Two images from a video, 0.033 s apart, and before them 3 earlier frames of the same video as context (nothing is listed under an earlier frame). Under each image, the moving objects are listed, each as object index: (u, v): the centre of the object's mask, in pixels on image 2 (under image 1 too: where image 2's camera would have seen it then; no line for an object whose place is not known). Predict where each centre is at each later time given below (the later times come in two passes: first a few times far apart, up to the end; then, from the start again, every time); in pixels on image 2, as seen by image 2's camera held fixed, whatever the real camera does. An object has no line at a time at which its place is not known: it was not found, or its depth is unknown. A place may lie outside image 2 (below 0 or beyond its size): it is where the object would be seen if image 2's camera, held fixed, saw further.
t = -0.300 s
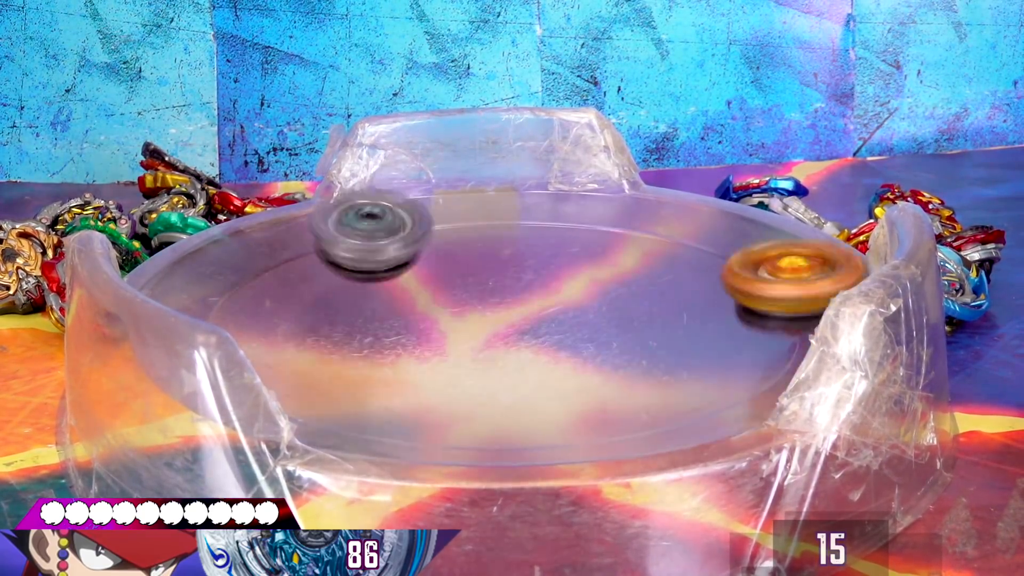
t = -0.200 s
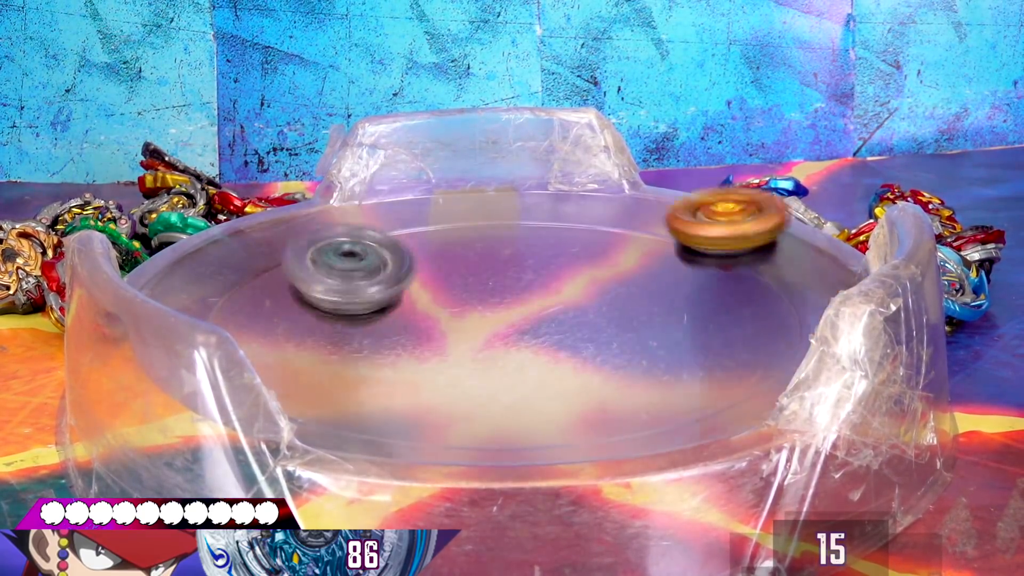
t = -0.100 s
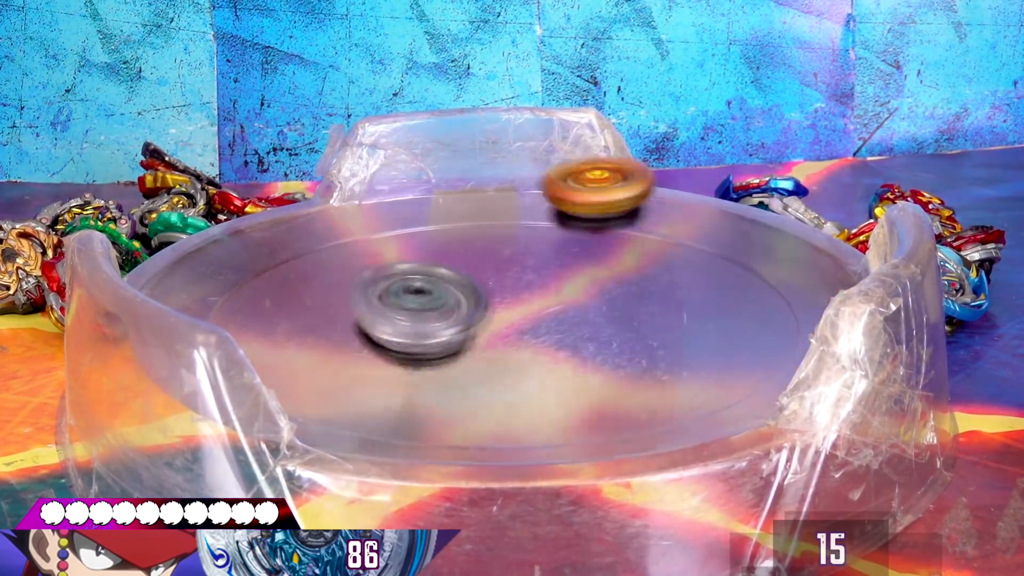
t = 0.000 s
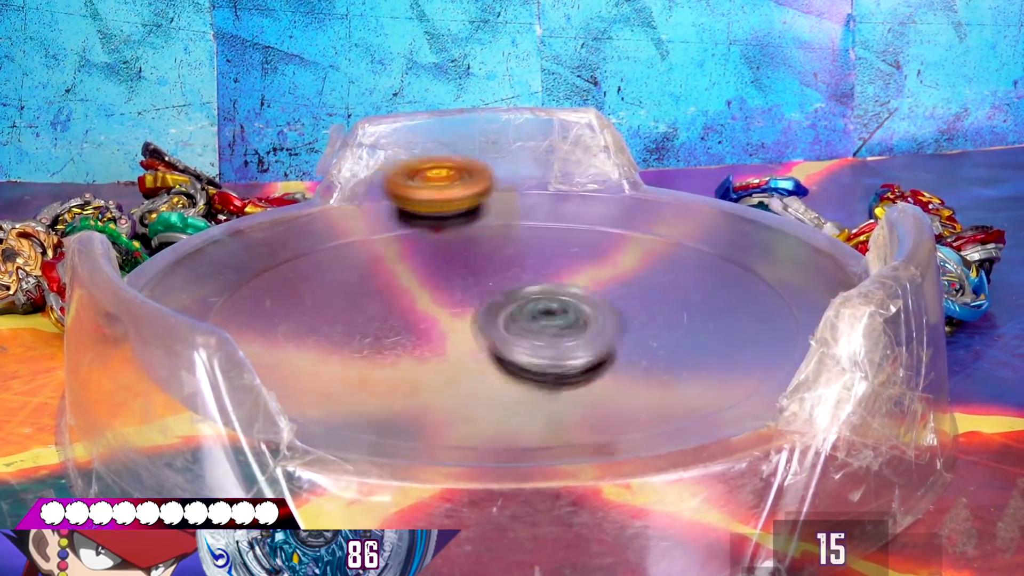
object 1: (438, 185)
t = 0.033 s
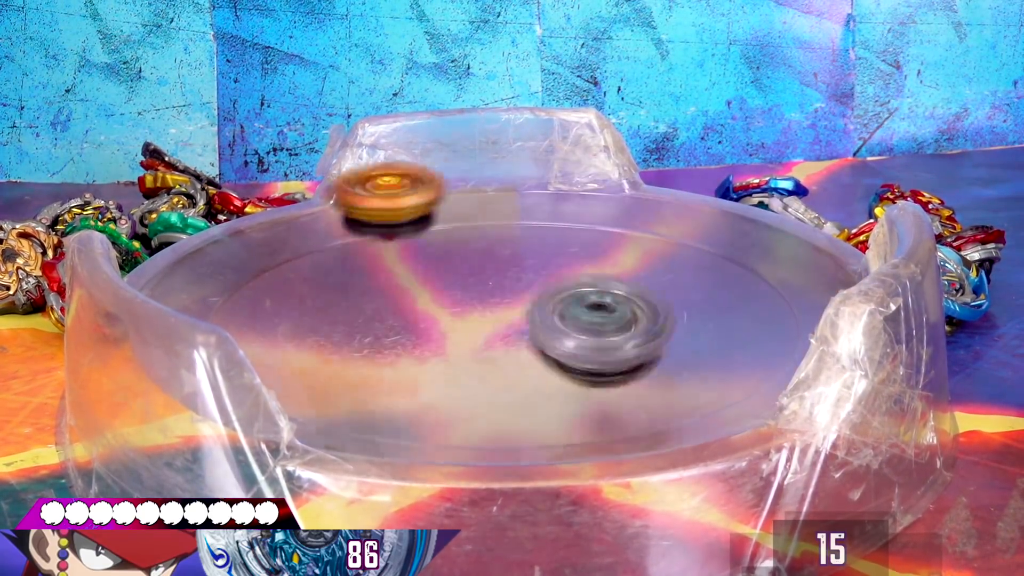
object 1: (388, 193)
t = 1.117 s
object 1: (291, 219)
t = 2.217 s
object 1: (290, 272)
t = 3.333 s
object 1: (503, 344)
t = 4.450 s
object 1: (665, 284)
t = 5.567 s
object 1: (514, 235)
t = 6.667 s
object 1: (417, 290)
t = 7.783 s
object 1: (434, 296)
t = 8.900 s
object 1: (475, 322)
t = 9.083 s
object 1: (462, 328)
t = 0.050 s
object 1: (364, 198)
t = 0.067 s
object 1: (342, 203)
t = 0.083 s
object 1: (319, 208)
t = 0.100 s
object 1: (299, 212)
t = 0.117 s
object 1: (282, 218)
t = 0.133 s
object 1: (266, 228)
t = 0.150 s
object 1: (252, 235)
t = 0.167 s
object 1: (241, 245)
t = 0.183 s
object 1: (233, 255)
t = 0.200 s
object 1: (226, 265)
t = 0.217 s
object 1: (222, 275)
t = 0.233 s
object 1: (224, 284)
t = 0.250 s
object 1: (229, 293)
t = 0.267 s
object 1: (237, 301)
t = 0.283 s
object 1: (250, 311)
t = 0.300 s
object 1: (264, 322)
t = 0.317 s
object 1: (279, 332)
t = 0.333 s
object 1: (296, 345)
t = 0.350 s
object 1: (312, 353)
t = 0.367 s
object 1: (331, 361)
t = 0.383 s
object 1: (355, 366)
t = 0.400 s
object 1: (386, 371)
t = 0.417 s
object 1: (419, 373)
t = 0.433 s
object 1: (451, 376)
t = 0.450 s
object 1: (484, 377)
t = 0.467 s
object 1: (520, 376)
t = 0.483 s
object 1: (555, 374)
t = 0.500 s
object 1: (589, 370)
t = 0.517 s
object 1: (620, 365)
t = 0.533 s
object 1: (651, 359)
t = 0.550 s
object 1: (679, 351)
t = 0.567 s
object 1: (704, 342)
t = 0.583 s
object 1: (726, 334)
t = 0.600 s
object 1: (742, 324)
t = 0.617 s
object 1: (756, 313)
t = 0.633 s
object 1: (767, 302)
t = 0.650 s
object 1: (776, 291)
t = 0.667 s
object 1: (781, 281)
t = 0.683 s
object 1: (785, 270)
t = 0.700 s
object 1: (783, 260)
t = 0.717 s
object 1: (778, 250)
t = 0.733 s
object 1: (770, 243)
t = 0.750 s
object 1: (758, 233)
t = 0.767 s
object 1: (745, 225)
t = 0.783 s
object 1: (730, 219)
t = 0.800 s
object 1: (713, 212)
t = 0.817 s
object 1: (694, 207)
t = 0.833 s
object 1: (675, 202)
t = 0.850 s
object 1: (654, 197)
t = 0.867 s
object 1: (633, 193)
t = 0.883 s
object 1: (611, 190)
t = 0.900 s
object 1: (588, 187)
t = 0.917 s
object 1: (564, 184)
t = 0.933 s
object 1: (539, 182)
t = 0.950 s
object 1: (514, 183)
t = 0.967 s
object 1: (487, 185)
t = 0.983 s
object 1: (461, 186)
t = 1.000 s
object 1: (435, 187)
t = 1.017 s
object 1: (411, 189)
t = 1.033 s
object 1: (388, 193)
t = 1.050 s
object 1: (365, 198)
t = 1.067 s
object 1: (344, 202)
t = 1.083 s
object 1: (323, 208)
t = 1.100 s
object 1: (306, 213)
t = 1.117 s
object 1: (291, 219)
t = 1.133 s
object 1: (276, 227)
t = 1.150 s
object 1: (263, 233)
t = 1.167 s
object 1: (251, 243)
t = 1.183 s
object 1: (244, 250)
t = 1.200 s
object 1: (238, 260)
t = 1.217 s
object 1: (232, 269)
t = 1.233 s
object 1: (231, 279)
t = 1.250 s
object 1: (234, 288)
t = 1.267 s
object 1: (241, 297)
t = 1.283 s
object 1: (252, 306)
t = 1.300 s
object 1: (263, 316)
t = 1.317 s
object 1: (276, 323)
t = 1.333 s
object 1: (290, 334)
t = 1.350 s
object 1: (305, 342)
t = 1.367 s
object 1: (323, 350)
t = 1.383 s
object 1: (347, 356)
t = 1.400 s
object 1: (372, 361)
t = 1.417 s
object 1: (399, 365)
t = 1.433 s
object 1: (428, 367)
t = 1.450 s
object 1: (459, 369)
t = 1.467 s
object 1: (492, 368)
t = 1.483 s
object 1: (522, 367)
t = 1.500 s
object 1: (551, 365)
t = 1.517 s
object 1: (579, 360)
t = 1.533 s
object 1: (606, 355)
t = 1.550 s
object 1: (632, 348)
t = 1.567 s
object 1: (653, 340)
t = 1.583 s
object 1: (673, 333)
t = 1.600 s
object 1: (687, 322)
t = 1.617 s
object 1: (700, 313)
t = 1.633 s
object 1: (708, 305)
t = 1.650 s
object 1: (712, 294)
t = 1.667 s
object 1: (715, 284)
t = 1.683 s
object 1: (716, 274)
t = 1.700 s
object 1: (712, 265)
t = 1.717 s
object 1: (706, 255)
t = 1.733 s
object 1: (698, 245)
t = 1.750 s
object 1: (687, 238)
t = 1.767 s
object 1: (673, 229)
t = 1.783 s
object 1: (658, 222)
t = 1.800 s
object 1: (643, 214)
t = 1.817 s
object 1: (627, 210)
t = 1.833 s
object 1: (610, 203)
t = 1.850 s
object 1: (594, 199)
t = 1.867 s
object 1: (576, 195)
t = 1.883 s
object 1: (556, 192)
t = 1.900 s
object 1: (536, 188)
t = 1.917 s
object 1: (517, 186)
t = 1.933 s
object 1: (498, 185)
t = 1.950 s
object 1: (480, 184)
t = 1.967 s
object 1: (462, 184)
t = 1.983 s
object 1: (443, 187)
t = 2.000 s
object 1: (423, 191)
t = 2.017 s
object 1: (405, 193)
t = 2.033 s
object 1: (388, 196)
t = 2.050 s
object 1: (372, 200)
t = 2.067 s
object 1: (357, 205)
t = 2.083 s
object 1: (343, 210)
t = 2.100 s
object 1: (331, 216)
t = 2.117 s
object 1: (320, 222)
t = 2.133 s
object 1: (311, 229)
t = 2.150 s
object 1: (303, 237)
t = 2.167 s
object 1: (297, 243)
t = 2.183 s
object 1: (292, 253)
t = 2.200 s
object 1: (289, 263)
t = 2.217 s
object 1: (290, 272)
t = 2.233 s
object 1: (294, 281)
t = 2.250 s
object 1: (300, 291)
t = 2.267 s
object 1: (310, 301)
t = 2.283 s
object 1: (320, 311)
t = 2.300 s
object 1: (333, 319)
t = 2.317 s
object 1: (349, 326)
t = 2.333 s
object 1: (367, 335)
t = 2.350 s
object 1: (388, 339)
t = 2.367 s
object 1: (409, 345)
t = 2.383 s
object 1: (433, 346)
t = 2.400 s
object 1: (457, 349)
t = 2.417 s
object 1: (482, 351)
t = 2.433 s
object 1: (504, 350)
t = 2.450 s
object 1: (526, 350)
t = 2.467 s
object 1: (546, 348)
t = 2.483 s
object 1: (566, 345)
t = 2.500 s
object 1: (584, 340)
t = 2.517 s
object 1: (602, 335)
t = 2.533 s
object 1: (619, 329)
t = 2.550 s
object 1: (634, 321)
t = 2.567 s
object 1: (648, 313)
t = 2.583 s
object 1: (659, 304)
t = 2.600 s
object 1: (667, 295)
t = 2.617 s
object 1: (672, 286)
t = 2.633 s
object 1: (675, 278)
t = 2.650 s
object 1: (676, 271)
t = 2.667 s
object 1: (674, 263)
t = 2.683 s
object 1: (670, 255)
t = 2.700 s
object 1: (664, 248)
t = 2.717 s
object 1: (656, 241)
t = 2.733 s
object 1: (646, 237)
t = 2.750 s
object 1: (635, 230)
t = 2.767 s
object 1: (624, 227)
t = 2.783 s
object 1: (610, 222)
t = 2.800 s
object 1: (596, 219)
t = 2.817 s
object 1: (582, 215)
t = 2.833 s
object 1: (566, 213)
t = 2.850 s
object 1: (550, 211)
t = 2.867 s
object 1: (532, 210)
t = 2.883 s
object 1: (516, 209)
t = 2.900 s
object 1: (499, 209)
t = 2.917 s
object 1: (483, 209)
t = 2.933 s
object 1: (466, 210)
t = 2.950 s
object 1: (451, 213)
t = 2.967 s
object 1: (435, 216)
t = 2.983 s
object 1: (419, 220)
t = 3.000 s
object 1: (404, 225)
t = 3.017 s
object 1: (390, 229)
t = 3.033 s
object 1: (377, 235)
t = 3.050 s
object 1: (367, 239)
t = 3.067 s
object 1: (358, 245)
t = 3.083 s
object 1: (352, 253)
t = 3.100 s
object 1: (347, 261)
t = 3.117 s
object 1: (345, 268)
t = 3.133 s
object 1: (345, 278)
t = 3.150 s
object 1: (346, 285)
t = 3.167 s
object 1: (349, 294)
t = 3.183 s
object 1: (354, 301)
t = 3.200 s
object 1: (362, 309)
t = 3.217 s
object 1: (373, 316)
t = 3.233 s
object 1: (387, 322)
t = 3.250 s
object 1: (403, 329)
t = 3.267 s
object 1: (421, 333)
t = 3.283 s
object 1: (440, 337)
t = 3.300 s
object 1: (461, 341)
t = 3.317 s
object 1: (482, 343)
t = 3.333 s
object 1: (503, 344)
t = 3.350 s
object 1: (524, 343)
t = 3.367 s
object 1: (546, 342)
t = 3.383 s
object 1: (566, 339)
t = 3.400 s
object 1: (585, 336)
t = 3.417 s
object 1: (603, 331)
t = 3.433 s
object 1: (620, 327)
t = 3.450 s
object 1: (636, 321)
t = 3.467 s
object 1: (650, 316)
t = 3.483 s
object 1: (661, 308)
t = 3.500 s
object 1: (670, 301)
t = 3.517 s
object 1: (675, 293)
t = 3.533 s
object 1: (680, 286)
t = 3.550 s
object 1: (682, 279)
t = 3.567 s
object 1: (682, 272)
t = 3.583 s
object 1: (678, 265)
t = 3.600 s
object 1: (672, 259)
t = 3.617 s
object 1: (665, 252)
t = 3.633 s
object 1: (656, 247)
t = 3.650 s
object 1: (646, 242)
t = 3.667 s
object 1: (634, 237)
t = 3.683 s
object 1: (621, 233)
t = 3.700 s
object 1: (606, 230)
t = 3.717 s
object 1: (590, 228)
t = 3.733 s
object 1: (574, 225)
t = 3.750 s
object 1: (556, 224)
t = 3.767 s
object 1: (539, 222)
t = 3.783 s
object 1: (521, 221)
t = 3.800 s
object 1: (505, 222)
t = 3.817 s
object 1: (487, 220)
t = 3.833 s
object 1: (471, 222)
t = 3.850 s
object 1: (456, 225)
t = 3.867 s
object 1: (441, 228)
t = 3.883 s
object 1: (427, 230)
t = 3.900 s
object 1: (415, 234)
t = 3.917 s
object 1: (403, 239)
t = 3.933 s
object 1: (393, 242)
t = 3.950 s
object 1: (384, 249)
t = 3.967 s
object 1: (377, 255)
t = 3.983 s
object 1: (371, 262)
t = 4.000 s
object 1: (367, 269)
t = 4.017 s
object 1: (364, 276)
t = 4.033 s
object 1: (362, 284)
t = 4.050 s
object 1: (361, 291)
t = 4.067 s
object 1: (363, 298)
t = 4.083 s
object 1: (365, 305)
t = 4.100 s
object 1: (369, 310)
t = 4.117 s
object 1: (374, 317)
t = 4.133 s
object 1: (382, 322)
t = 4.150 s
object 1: (392, 327)
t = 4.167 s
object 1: (404, 332)
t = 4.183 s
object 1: (419, 336)
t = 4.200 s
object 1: (435, 340)
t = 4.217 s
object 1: (454, 342)
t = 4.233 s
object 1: (474, 344)
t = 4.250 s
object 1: (494, 345)
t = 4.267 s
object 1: (516, 345)
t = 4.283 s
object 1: (537, 343)
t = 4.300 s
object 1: (558, 341)
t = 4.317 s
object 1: (577, 337)
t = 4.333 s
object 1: (596, 333)
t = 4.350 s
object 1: (613, 327)
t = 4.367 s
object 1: (628, 322)
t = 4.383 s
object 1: (641, 315)
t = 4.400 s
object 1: (651, 307)
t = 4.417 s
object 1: (659, 299)
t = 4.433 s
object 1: (663, 292)
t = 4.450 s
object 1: (665, 284)
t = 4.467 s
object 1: (664, 277)
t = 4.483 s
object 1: (660, 270)
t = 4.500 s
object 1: (654, 264)
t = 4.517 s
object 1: (646, 258)
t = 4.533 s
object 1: (636, 252)
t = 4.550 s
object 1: (625, 248)
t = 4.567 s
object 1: (612, 245)
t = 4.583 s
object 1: (598, 241)
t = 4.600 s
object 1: (584, 238)
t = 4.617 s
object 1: (570, 235)
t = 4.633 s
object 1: (555, 234)
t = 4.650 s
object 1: (540, 233)
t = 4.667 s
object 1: (525, 232)
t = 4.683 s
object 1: (509, 232)
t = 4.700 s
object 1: (494, 233)
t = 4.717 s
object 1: (479, 233)
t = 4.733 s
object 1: (465, 236)
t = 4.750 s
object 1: (451, 238)
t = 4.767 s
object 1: (437, 241)
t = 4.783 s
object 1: (424, 245)
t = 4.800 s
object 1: (411, 249)
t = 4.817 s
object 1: (401, 253)
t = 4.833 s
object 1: (389, 259)
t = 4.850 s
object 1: (380, 264)
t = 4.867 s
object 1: (374, 268)
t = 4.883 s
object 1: (368, 275)
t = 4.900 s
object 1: (364, 280)
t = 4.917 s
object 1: (362, 287)
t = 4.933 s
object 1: (362, 292)
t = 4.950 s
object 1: (364, 299)
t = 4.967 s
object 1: (367, 304)
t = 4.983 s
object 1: (372, 310)
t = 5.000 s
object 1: (378, 316)
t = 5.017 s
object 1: (387, 322)
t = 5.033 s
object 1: (397, 326)
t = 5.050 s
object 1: (408, 330)
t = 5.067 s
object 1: (421, 334)
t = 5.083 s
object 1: (436, 337)
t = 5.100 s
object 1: (453, 340)
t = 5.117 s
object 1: (471, 341)
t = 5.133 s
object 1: (490, 342)
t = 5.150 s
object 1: (509, 341)
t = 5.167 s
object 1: (529, 339)
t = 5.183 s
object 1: (547, 336)
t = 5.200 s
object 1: (564, 333)
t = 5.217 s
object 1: (580, 329)
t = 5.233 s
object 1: (596, 324)
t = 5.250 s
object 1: (607, 317)
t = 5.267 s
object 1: (618, 312)
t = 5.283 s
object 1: (625, 306)
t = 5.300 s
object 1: (631, 300)
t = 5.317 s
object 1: (635, 294)
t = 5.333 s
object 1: (637, 288)
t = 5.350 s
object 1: (637, 282)
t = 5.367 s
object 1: (634, 274)
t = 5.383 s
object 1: (631, 269)
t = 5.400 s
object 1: (625, 264)
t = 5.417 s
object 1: (617, 259)
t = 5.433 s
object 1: (609, 253)
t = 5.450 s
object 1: (598, 251)
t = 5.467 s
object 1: (589, 247)
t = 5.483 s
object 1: (578, 244)
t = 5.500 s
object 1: (566, 242)
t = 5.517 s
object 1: (554, 239)
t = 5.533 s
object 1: (542, 238)
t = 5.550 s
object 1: (528, 235)
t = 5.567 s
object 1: (514, 235)
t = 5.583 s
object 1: (500, 234)
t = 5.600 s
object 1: (487, 235)
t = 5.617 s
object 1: (474, 236)
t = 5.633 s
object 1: (460, 238)
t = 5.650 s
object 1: (448, 240)
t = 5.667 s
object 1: (436, 243)
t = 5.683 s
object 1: (425, 246)
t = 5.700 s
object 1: (414, 250)
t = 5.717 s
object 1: (406, 253)
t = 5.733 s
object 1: (398, 259)
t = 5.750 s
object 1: (390, 264)
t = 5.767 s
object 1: (385, 269)
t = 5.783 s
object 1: (380, 274)
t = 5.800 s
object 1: (378, 279)
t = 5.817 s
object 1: (379, 287)
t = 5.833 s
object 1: (380, 292)
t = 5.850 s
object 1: (381, 297)
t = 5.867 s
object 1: (384, 302)
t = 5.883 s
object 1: (389, 308)
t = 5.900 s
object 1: (396, 314)
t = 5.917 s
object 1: (404, 318)
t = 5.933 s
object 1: (415, 323)
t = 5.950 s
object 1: (425, 326)
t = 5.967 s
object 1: (437, 328)
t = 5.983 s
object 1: (450, 330)
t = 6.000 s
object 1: (461, 331)
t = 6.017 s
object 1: (475, 332)
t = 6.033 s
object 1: (488, 334)
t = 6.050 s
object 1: (501, 331)
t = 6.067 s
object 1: (516, 330)
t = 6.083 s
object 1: (530, 328)
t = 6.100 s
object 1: (542, 326)
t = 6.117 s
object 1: (554, 321)
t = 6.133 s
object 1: (563, 318)
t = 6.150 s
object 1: (573, 314)
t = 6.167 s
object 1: (581, 309)
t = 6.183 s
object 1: (589, 302)
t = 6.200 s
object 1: (595, 296)
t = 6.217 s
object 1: (597, 290)
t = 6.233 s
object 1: (596, 284)
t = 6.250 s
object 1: (595, 278)
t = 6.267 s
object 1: (593, 274)
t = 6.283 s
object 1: (589, 269)
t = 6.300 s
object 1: (585, 265)
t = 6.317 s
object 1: (578, 261)
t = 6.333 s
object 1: (569, 257)
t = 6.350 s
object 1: (559, 254)
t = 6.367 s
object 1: (548, 253)
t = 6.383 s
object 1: (539, 251)
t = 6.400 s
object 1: (529, 251)
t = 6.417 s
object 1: (520, 250)
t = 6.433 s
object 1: (509, 250)
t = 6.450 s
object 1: (498, 249)
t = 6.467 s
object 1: (488, 250)
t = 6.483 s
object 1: (479, 252)
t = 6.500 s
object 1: (470, 254)
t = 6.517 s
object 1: (461, 257)
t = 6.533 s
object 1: (453, 260)
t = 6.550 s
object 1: (444, 263)
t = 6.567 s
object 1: (437, 265)
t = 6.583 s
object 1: (432, 268)
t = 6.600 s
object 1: (427, 274)
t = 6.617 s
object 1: (423, 278)
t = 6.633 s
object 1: (421, 282)
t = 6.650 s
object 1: (418, 285)
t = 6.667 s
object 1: (417, 290)
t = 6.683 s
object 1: (417, 295)
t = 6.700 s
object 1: (419, 300)
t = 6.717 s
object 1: (422, 304)
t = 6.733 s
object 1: (428, 308)
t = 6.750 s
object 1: (433, 311)
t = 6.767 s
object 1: (439, 314)
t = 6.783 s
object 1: (448, 318)
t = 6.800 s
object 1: (457, 320)
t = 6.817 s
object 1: (468, 322)
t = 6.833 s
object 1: (480, 324)
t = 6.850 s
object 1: (492, 324)
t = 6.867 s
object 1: (505, 324)
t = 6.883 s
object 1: (516, 324)
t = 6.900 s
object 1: (527, 324)
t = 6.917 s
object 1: (538, 321)
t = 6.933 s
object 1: (548, 320)
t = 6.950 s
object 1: (557, 316)
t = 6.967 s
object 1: (564, 312)
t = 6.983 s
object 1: (571, 311)
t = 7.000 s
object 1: (576, 306)
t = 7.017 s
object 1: (581, 302)
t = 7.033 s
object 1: (584, 297)
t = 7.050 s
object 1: (585, 292)
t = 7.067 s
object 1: (585, 289)
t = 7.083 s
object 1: (584, 286)
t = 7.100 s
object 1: (582, 282)
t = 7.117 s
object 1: (577, 279)
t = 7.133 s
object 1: (571, 276)
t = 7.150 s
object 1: (566, 274)
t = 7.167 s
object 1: (561, 272)
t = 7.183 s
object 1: (556, 270)
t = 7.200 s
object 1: (552, 267)
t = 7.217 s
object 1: (547, 265)
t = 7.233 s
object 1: (542, 262)
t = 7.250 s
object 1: (540, 260)
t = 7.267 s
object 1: (536, 259)
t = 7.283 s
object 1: (533, 256)
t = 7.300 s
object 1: (525, 255)
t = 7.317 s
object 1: (519, 256)
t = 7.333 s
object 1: (512, 257)
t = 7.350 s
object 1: (507, 257)
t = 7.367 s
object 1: (497, 258)
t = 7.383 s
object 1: (489, 259)
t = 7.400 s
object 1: (482, 261)
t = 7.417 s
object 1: (476, 263)
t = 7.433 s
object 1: (471, 266)
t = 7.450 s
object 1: (466, 269)
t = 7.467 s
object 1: (462, 272)
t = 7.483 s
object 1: (458, 275)
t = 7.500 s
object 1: (455, 278)
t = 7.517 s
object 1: (454, 281)
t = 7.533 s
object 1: (449, 277)
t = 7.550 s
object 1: (441, 278)
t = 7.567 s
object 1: (435, 276)
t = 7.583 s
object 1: (431, 275)
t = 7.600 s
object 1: (425, 274)
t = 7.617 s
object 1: (421, 275)
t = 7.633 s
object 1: (418, 275)
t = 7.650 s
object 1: (419, 276)
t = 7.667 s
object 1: (418, 278)
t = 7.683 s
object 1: (417, 280)
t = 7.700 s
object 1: (420, 283)
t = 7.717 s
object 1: (423, 285)
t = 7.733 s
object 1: (425, 287)
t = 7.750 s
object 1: (426, 291)
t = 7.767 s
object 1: (429, 293)
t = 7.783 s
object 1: (434, 296)
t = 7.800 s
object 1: (437, 298)
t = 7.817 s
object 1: (440, 300)
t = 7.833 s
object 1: (445, 303)
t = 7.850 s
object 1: (451, 305)
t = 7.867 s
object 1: (456, 306)
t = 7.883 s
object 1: (457, 308)
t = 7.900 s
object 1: (449, 307)
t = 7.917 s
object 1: (442, 311)
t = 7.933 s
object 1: (436, 310)
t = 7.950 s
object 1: (431, 311)
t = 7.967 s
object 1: (429, 312)
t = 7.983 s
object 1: (430, 313)
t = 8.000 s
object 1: (430, 313)
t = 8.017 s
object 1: (432, 314)
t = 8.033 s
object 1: (436, 315)
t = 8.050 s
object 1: (440, 315)
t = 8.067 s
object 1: (442, 315)
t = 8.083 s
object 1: (447, 317)
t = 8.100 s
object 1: (452, 317)
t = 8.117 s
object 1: (458, 316)
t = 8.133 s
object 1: (462, 316)
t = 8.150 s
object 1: (463, 318)
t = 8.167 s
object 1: (457, 320)
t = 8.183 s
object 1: (451, 323)
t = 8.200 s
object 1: (448, 326)
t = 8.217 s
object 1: (447, 327)
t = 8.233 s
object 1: (447, 328)
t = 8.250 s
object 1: (447, 329)
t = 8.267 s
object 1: (451, 329)
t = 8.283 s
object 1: (456, 330)
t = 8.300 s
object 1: (459, 330)
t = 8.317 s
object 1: (464, 331)
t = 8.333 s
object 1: (471, 331)
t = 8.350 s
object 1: (476, 330)
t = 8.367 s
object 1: (481, 329)
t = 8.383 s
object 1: (488, 329)
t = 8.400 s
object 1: (495, 327)
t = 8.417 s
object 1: (498, 325)
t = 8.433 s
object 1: (504, 324)
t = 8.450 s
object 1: (509, 322)
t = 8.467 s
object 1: (512, 321)
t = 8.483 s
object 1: (513, 322)
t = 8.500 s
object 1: (515, 323)
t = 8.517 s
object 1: (516, 322)
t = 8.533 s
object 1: (517, 322)
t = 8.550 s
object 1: (519, 321)
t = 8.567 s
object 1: (521, 320)
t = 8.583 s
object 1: (521, 317)
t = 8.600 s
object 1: (523, 316)
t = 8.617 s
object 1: (525, 314)
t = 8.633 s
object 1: (523, 313)
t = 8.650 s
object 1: (522, 315)
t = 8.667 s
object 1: (522, 316)
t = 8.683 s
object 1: (518, 315)
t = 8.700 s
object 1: (516, 315)
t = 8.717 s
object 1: (515, 314)
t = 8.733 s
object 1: (512, 313)
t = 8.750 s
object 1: (509, 312)
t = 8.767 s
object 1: (509, 311)
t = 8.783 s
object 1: (507, 309)
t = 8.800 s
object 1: (504, 308)
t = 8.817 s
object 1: (504, 307)
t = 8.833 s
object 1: (499, 309)
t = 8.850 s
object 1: (492, 310)
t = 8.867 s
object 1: (487, 317)
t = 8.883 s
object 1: (480, 319)
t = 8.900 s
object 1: (475, 322)
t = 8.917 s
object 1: (472, 324)
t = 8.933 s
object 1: (468, 325)
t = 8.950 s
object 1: (465, 326)
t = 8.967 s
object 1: (465, 327)
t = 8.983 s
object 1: (462, 327)
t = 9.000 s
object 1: (462, 328)
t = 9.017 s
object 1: (463, 328)
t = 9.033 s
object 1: (461, 328)
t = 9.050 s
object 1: (462, 328)
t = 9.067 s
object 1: (463, 329)
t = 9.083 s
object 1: (462, 328)
